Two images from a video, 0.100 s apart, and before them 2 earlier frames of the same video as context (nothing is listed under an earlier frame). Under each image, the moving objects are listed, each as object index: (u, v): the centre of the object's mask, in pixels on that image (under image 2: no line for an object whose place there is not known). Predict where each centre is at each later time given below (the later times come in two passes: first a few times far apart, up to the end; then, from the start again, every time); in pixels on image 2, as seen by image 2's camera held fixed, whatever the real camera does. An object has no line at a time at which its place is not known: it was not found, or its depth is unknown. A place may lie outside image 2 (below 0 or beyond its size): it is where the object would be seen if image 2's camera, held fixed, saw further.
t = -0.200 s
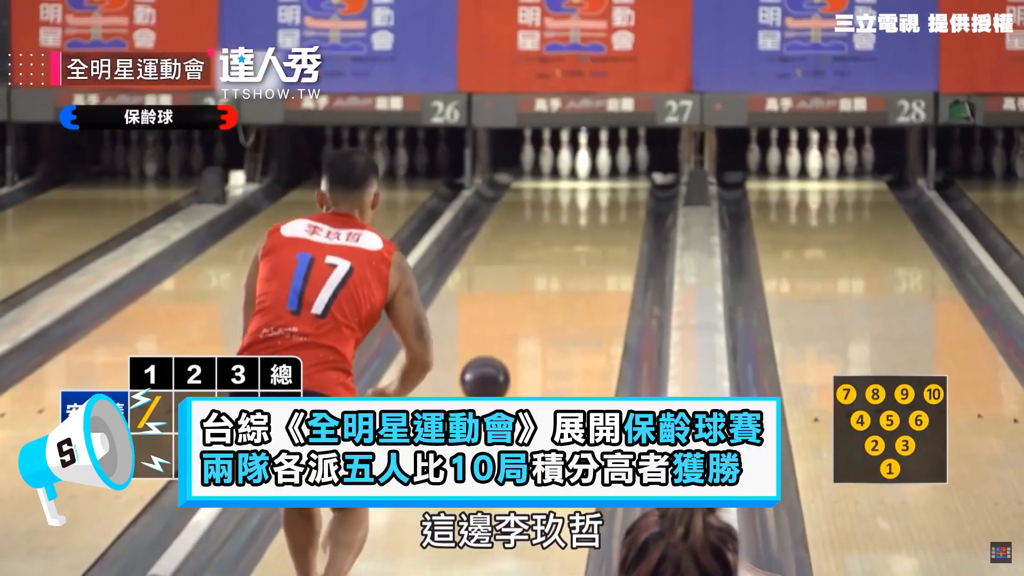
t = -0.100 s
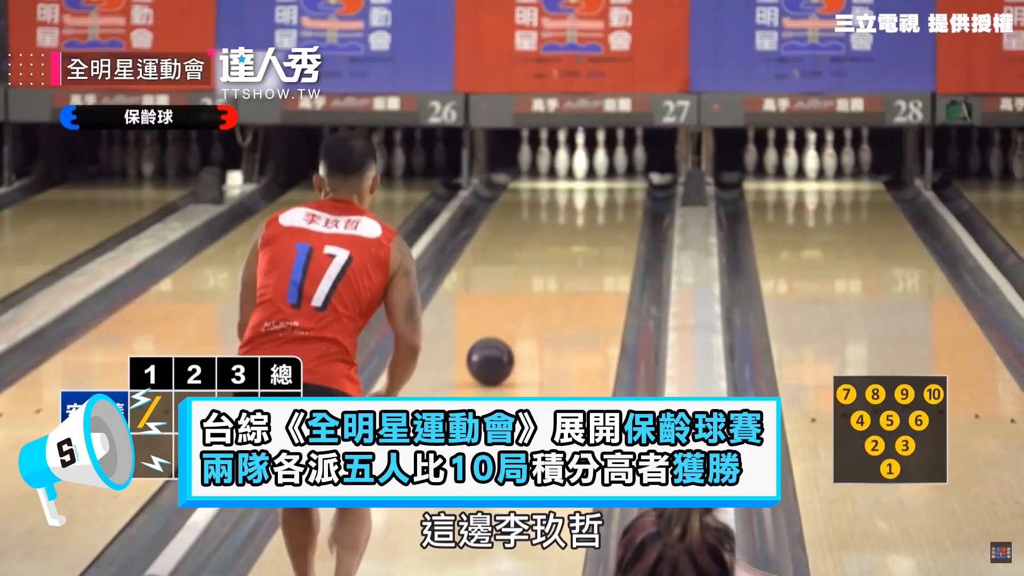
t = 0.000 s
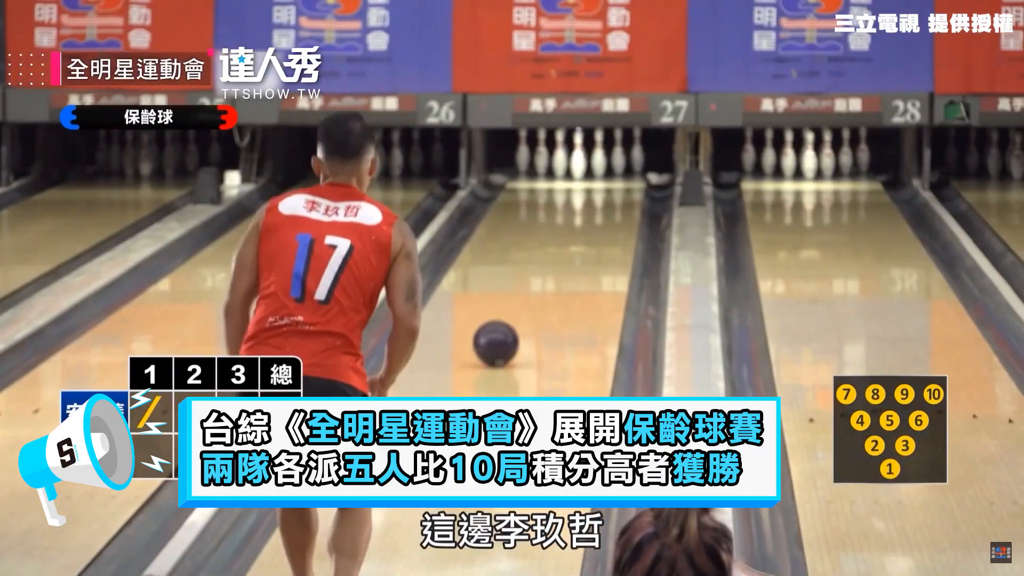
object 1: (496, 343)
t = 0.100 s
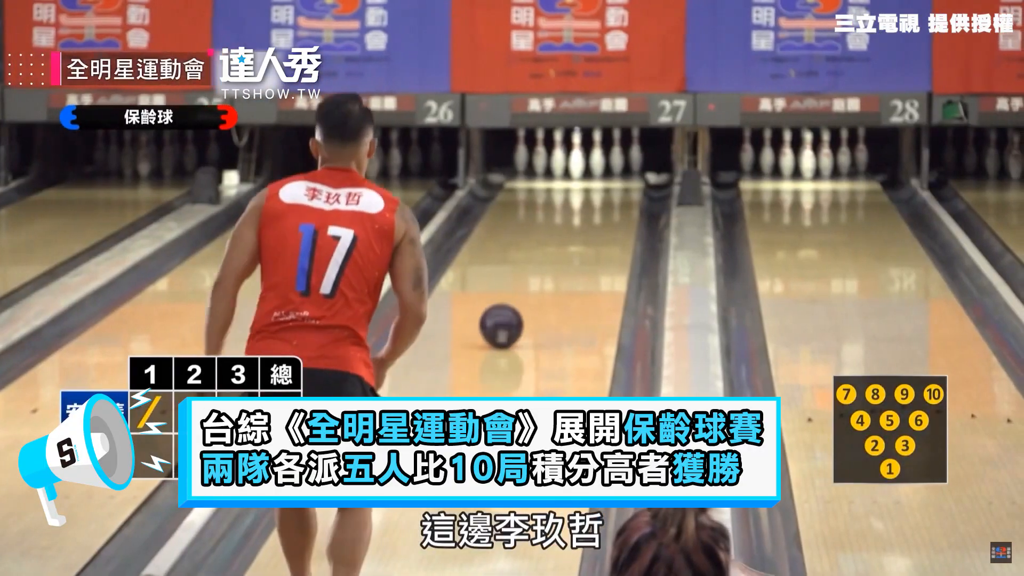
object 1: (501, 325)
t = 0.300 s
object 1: (512, 295)
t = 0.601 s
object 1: (528, 257)
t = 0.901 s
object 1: (541, 226)
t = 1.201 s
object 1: (552, 201)
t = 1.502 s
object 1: (561, 181)
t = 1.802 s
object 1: (563, 166)
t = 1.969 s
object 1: (554, 162)
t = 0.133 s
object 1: (503, 320)
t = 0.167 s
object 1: (505, 315)
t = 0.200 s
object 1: (507, 310)
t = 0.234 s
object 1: (509, 305)
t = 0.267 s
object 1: (511, 300)
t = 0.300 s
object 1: (512, 295)
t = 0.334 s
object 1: (514, 290)
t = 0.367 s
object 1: (516, 286)
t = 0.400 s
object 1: (518, 282)
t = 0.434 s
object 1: (519, 277)
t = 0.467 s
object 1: (521, 273)
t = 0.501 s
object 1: (523, 268)
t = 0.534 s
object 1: (524, 265)
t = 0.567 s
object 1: (526, 261)
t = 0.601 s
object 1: (528, 257)
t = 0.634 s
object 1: (529, 253)
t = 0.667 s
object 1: (531, 249)
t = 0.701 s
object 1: (532, 246)
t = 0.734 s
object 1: (534, 243)
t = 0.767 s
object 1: (535, 239)
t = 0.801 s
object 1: (536, 236)
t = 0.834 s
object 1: (538, 232)
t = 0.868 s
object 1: (539, 229)
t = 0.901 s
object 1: (541, 226)
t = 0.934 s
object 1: (542, 223)
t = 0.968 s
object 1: (543, 220)
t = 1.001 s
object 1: (544, 217)
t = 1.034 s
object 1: (546, 214)
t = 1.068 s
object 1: (547, 212)
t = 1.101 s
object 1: (548, 209)
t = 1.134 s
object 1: (549, 206)
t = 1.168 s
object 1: (550, 204)
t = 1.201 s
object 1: (552, 201)
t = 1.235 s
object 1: (553, 199)
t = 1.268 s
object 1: (554, 197)
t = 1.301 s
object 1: (555, 194)
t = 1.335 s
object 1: (556, 192)
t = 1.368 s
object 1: (557, 190)
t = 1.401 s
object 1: (558, 187)
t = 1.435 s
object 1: (559, 185)
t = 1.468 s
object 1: (560, 183)
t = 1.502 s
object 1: (561, 181)
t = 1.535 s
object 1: (562, 179)
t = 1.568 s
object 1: (563, 177)
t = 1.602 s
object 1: (564, 175)
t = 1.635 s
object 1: (565, 173)
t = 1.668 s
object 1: (566, 171)
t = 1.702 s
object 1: (566, 169)
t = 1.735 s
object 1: (567, 168)
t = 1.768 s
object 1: (566, 166)
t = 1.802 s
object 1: (563, 166)
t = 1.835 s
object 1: (561, 165)
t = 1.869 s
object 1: (558, 165)
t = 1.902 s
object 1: (557, 164)
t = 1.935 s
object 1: (556, 163)
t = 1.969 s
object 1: (554, 162)
